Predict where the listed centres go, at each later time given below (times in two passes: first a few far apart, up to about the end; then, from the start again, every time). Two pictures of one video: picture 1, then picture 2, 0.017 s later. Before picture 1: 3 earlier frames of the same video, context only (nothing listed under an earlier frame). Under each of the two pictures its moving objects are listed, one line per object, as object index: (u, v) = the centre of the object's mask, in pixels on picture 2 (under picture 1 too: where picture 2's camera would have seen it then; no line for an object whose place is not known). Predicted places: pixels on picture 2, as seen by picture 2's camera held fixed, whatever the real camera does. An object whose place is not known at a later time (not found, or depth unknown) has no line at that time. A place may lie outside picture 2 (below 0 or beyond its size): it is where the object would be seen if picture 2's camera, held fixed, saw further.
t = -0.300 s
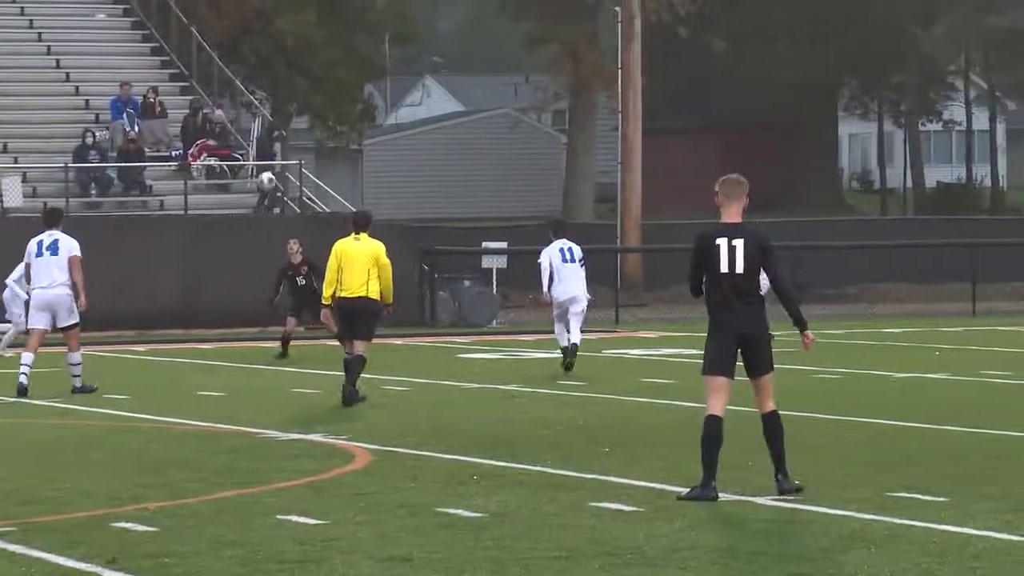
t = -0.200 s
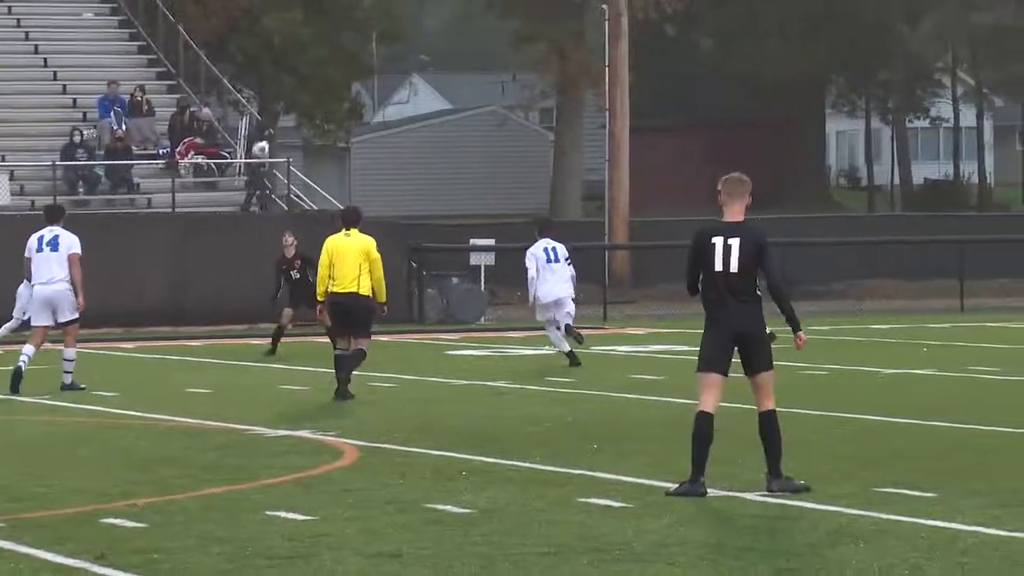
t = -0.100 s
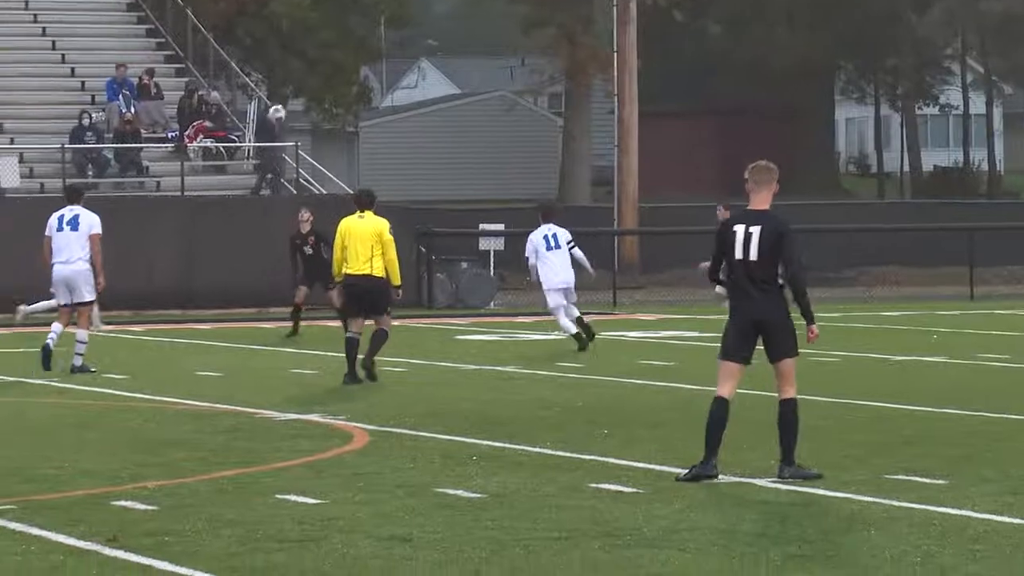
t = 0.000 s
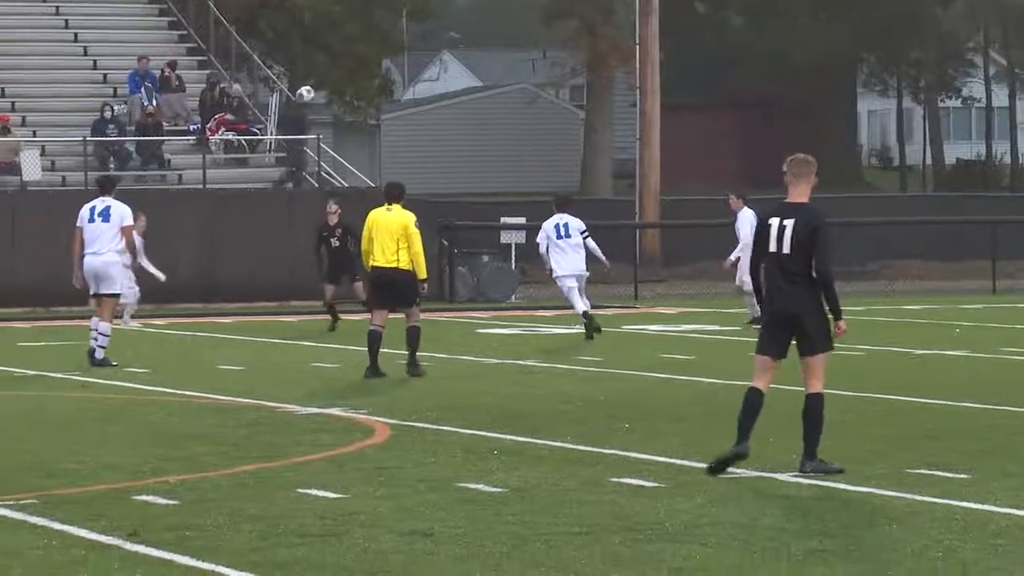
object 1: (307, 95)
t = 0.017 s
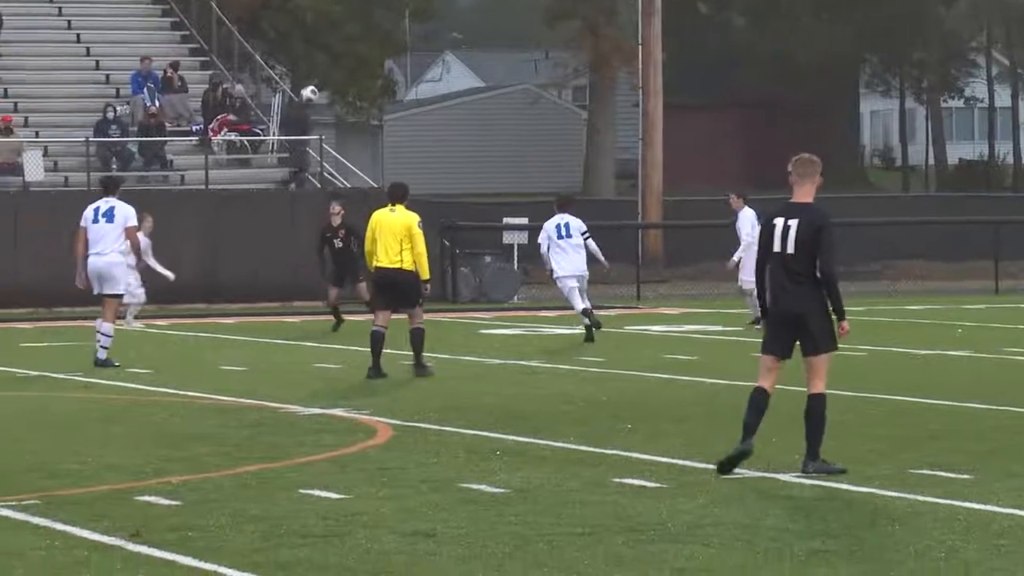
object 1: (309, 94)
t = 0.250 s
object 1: (324, 102)
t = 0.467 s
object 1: (343, 147)
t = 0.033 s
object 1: (310, 94)
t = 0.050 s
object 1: (312, 93)
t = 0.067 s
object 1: (313, 94)
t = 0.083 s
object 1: (315, 94)
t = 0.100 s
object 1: (316, 93)
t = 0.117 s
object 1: (317, 93)
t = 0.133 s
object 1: (318, 93)
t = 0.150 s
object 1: (318, 95)
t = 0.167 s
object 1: (319, 94)
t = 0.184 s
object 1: (321, 96)
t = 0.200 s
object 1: (321, 96)
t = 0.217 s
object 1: (323, 99)
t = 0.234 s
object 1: (323, 100)
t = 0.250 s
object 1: (324, 102)
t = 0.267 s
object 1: (327, 105)
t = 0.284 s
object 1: (329, 108)
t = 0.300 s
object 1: (330, 111)
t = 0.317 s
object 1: (331, 113)
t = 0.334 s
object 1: (332, 116)
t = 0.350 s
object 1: (334, 121)
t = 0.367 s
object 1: (334, 123)
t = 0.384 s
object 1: (335, 125)
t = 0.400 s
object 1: (337, 130)
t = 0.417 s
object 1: (339, 133)
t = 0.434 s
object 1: (340, 138)
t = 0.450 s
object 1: (341, 142)
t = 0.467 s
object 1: (343, 147)
